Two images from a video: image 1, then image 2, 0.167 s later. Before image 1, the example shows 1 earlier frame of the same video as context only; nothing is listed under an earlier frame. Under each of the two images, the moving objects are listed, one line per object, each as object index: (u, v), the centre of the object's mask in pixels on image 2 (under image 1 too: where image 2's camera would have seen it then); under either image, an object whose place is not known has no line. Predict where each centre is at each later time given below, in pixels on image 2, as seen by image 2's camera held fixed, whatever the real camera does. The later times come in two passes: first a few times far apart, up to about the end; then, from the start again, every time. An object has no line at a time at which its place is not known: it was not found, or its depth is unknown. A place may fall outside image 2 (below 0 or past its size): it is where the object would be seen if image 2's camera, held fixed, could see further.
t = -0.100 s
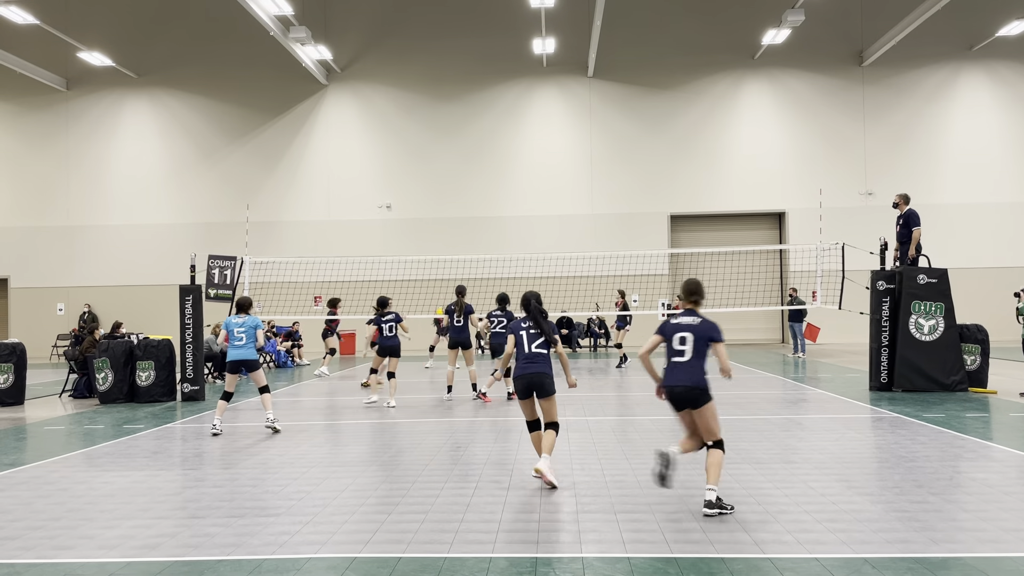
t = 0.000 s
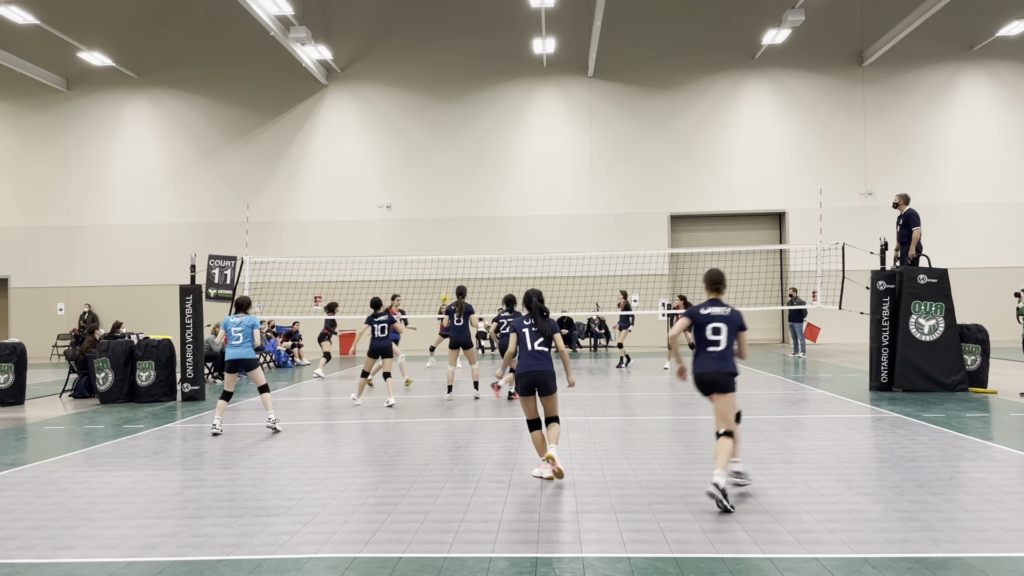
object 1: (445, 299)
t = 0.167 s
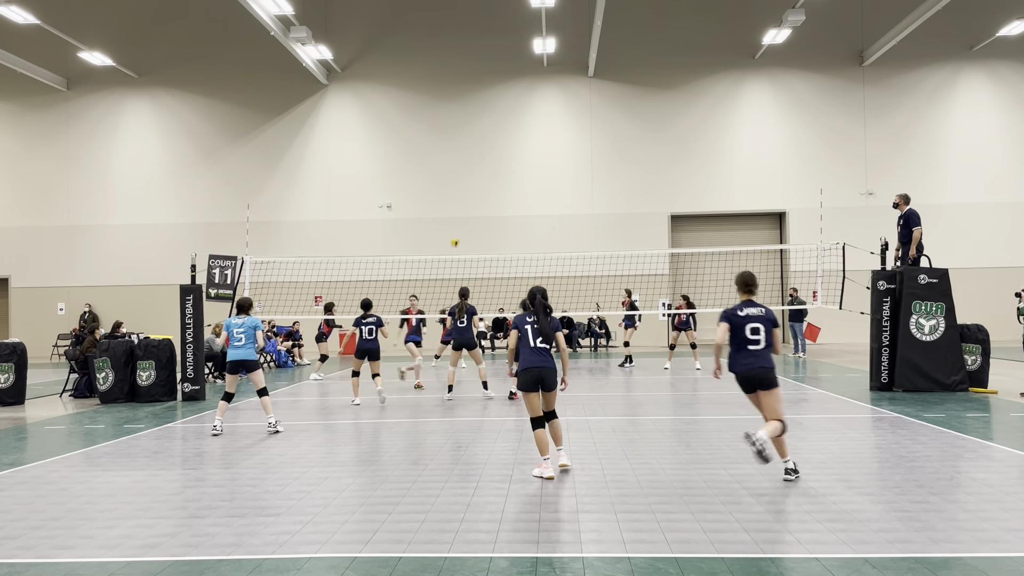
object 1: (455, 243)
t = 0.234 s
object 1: (459, 223)
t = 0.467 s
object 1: (474, 169)
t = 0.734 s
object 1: (491, 136)
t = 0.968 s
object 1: (508, 133)
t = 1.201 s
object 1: (524, 156)
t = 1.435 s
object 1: (541, 202)
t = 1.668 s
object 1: (558, 275)
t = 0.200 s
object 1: (456, 232)
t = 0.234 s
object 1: (459, 223)
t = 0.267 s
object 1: (461, 213)
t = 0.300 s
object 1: (463, 205)
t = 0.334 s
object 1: (465, 197)
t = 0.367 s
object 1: (467, 189)
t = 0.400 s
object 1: (469, 182)
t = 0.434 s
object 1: (472, 175)
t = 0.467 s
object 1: (474, 169)
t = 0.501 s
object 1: (476, 163)
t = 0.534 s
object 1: (478, 158)
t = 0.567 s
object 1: (480, 153)
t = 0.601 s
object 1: (482, 149)
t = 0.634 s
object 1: (484, 145)
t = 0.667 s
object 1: (487, 142)
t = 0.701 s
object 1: (489, 138)
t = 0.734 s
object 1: (491, 136)
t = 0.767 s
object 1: (493, 134)
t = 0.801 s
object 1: (496, 133)
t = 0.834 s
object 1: (498, 132)
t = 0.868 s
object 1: (500, 131)
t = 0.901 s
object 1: (503, 132)
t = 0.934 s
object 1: (505, 132)
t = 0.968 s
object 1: (508, 133)
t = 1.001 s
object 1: (510, 135)
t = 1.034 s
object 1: (512, 137)
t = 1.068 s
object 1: (514, 139)
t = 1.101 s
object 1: (517, 143)
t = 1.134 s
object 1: (519, 146)
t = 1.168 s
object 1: (522, 151)
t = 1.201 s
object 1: (524, 156)
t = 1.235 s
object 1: (527, 160)
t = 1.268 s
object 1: (529, 166)
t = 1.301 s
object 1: (531, 172)
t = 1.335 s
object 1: (534, 179)
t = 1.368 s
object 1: (537, 186)
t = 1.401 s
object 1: (539, 194)
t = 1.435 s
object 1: (541, 202)
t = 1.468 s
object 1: (544, 211)
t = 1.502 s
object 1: (546, 221)
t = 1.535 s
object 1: (548, 230)
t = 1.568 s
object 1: (551, 241)
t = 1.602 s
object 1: (553, 249)
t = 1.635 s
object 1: (555, 263)
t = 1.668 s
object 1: (558, 275)
